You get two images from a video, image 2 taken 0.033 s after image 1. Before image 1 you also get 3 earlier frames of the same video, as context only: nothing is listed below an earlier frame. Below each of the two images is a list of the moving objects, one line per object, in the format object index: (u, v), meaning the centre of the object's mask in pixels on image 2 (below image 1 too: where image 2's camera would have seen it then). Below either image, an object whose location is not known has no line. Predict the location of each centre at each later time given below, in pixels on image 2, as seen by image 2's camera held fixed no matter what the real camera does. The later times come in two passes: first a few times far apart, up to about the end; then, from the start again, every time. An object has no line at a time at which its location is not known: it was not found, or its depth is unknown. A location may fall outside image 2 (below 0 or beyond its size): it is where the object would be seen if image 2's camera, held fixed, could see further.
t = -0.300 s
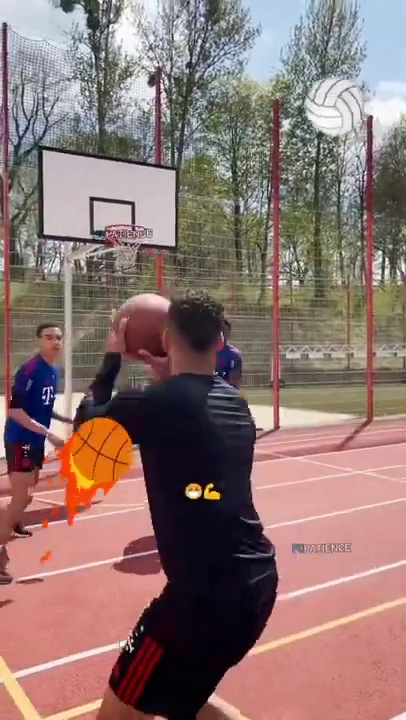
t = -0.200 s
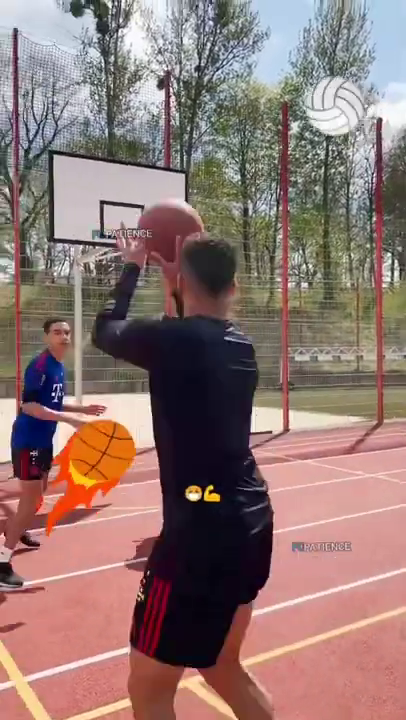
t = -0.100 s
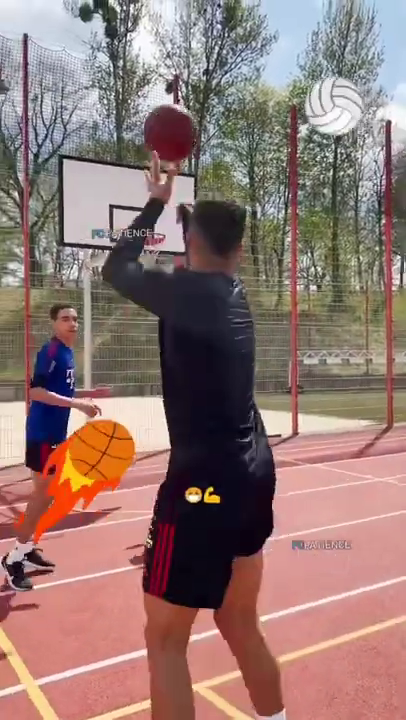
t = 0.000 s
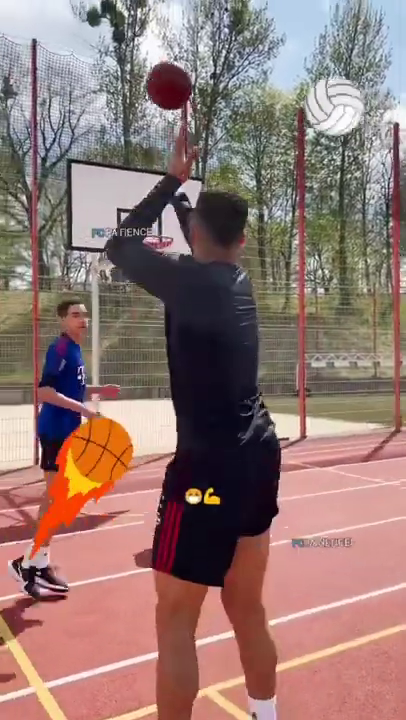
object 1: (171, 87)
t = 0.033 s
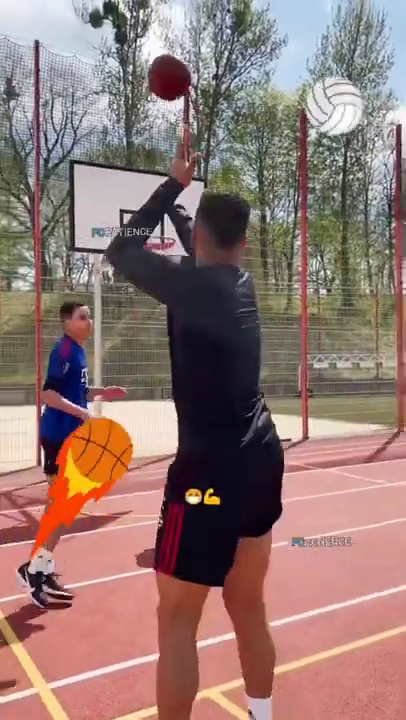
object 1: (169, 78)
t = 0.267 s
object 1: (158, 70)
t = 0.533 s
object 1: (150, 129)
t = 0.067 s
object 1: (166, 71)
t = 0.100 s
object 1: (164, 66)
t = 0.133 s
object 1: (163, 64)
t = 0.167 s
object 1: (161, 64)
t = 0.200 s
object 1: (160, 65)
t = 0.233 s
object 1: (159, 67)
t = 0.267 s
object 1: (158, 70)
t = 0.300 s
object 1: (157, 75)
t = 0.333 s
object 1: (155, 80)
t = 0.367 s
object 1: (155, 87)
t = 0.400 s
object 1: (154, 94)
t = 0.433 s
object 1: (153, 102)
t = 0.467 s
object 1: (152, 110)
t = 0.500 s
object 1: (150, 120)
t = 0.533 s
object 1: (150, 129)
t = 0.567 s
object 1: (149, 140)
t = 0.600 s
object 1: (148, 149)
